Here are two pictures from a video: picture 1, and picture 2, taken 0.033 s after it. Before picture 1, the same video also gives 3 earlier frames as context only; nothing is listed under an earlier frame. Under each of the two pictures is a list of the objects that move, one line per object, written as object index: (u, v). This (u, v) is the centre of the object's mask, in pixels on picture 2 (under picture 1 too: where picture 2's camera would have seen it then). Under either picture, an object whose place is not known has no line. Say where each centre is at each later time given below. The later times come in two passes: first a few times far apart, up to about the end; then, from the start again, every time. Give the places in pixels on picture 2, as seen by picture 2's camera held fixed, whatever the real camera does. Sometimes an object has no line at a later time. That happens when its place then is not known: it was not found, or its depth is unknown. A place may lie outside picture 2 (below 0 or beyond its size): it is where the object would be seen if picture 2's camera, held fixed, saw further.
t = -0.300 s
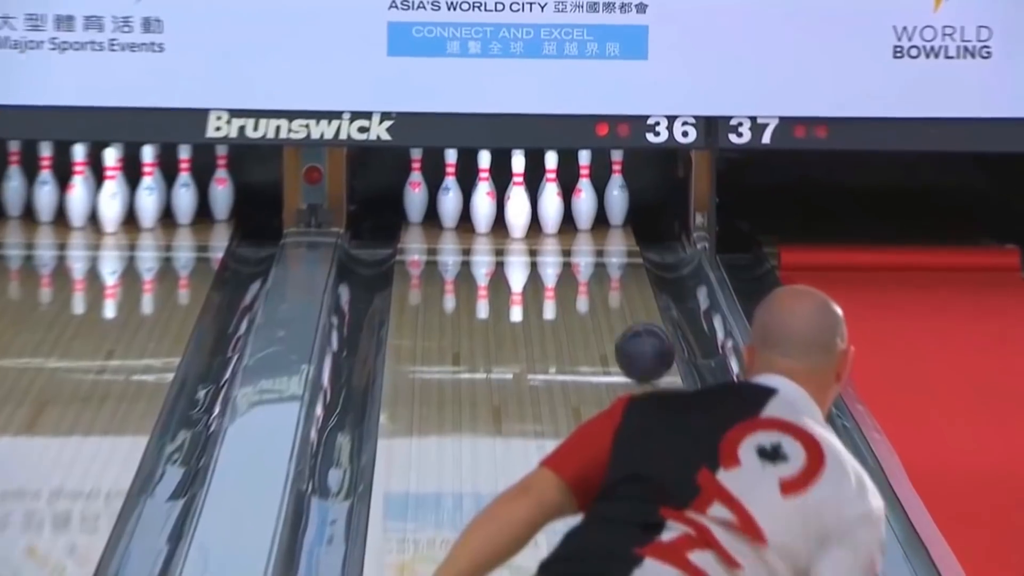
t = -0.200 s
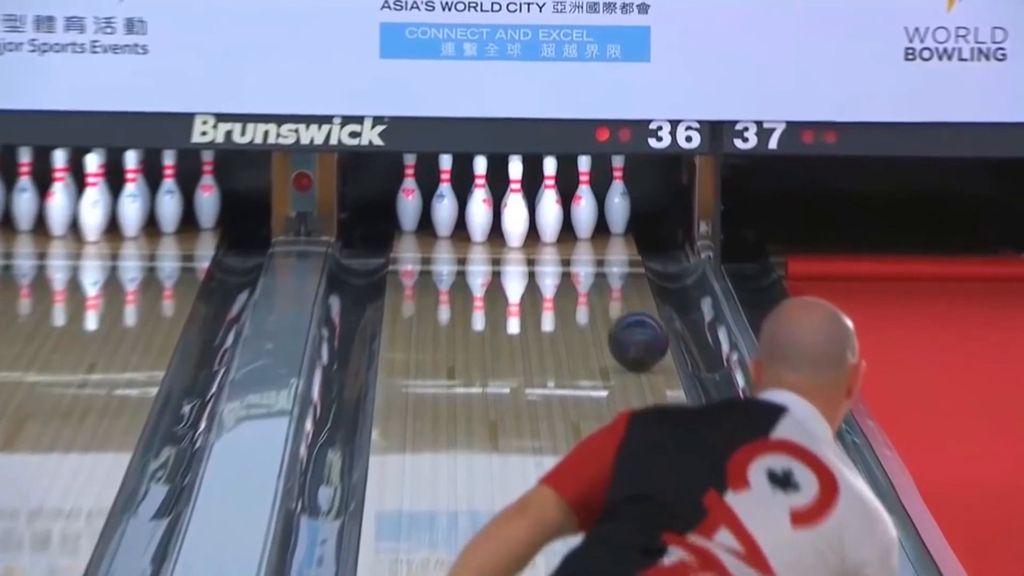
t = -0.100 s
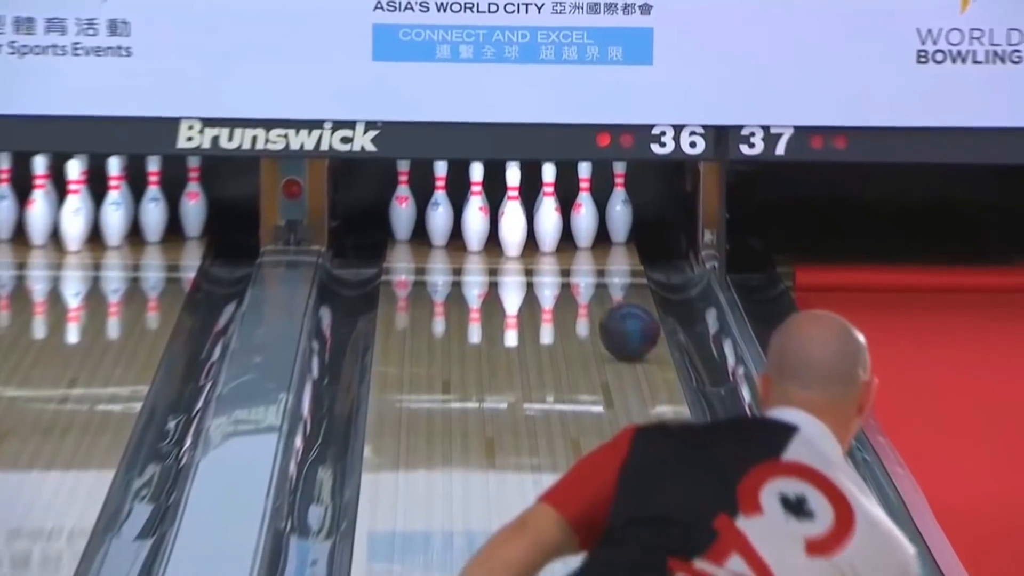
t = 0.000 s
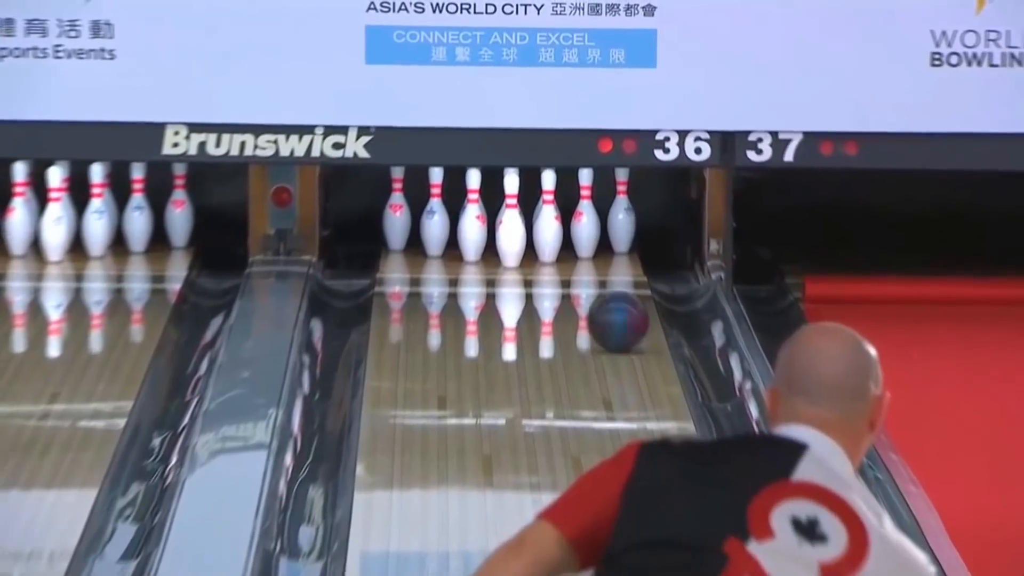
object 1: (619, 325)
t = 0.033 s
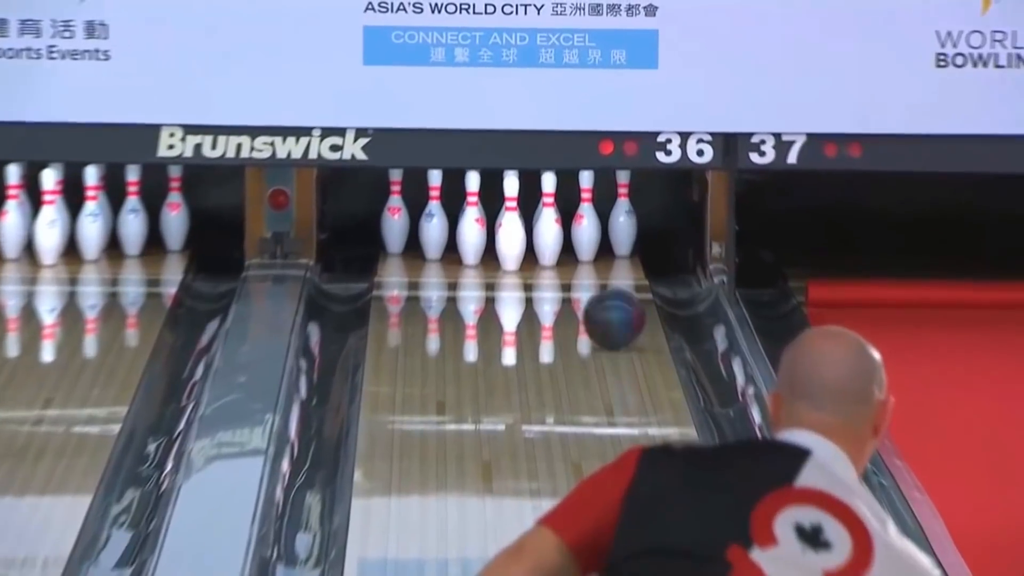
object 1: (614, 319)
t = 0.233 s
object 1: (578, 281)
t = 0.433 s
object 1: (533, 250)
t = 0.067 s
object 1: (609, 312)
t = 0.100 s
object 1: (603, 305)
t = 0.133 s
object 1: (597, 299)
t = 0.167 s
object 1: (592, 294)
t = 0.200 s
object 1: (585, 287)
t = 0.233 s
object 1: (578, 281)
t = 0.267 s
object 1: (571, 276)
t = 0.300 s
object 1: (564, 270)
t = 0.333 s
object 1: (556, 265)
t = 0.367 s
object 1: (549, 259)
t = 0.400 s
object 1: (540, 254)
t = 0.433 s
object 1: (533, 250)
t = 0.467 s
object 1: (531, 247)
